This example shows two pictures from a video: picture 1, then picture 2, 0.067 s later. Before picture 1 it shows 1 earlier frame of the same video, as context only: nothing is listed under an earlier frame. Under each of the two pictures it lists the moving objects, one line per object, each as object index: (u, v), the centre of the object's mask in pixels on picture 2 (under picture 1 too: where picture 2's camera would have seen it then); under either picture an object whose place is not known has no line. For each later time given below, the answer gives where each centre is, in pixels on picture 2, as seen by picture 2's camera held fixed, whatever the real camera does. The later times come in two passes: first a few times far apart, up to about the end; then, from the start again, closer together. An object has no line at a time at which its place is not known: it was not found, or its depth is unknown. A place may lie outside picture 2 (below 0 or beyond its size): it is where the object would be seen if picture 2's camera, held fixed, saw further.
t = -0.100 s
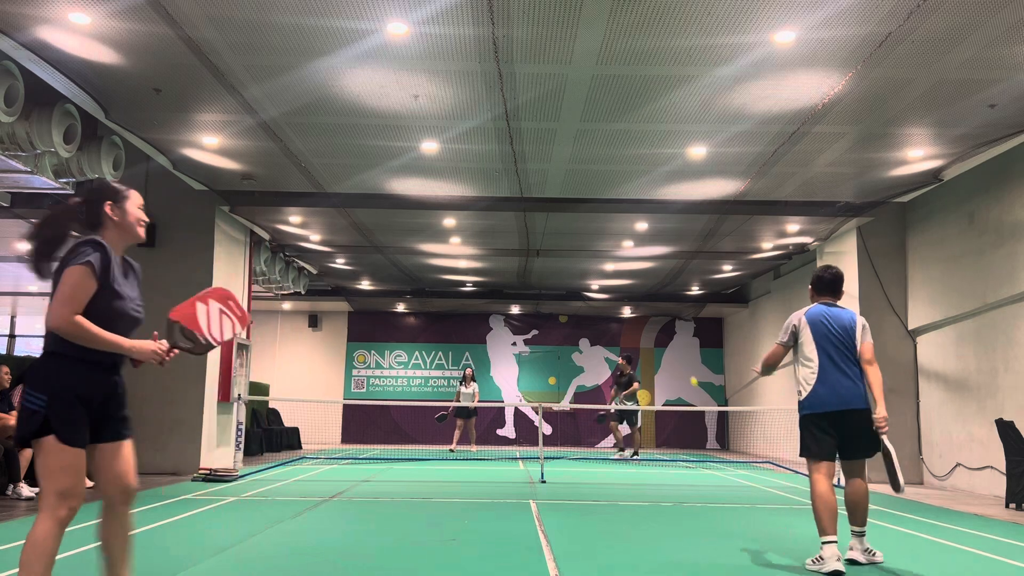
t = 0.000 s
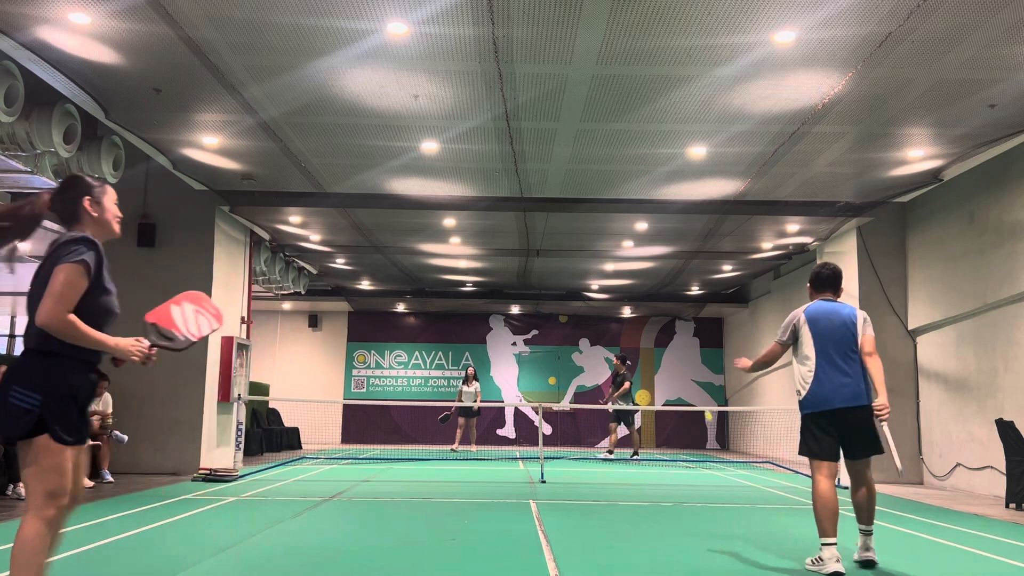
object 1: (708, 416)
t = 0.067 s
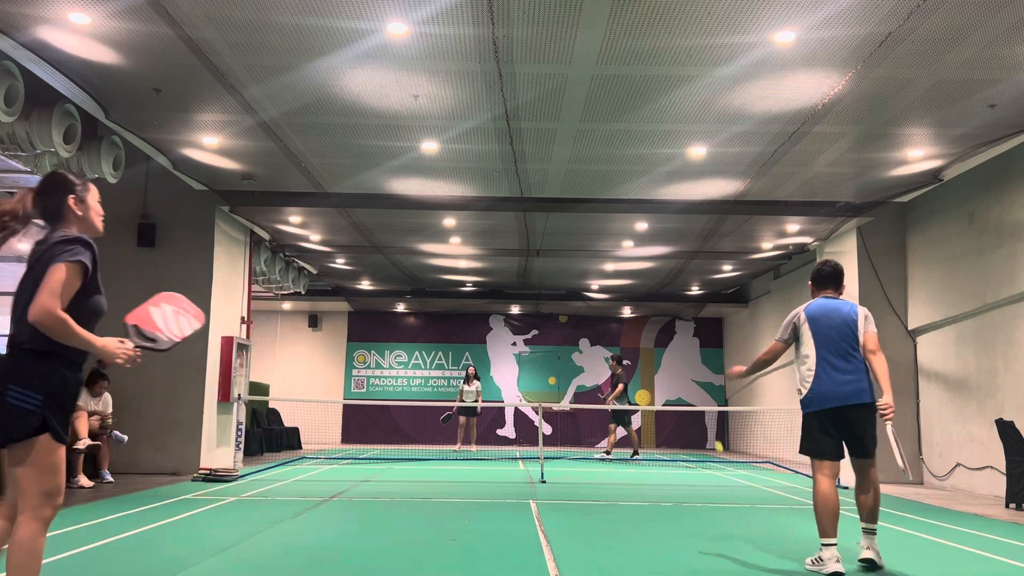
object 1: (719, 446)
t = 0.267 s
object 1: (741, 465)
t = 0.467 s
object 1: (762, 425)
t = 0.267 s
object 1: (741, 465)
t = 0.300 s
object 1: (744, 456)
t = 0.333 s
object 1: (746, 447)
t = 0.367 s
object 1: (750, 440)
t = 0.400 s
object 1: (754, 434)
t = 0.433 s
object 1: (758, 429)
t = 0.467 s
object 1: (762, 425)
